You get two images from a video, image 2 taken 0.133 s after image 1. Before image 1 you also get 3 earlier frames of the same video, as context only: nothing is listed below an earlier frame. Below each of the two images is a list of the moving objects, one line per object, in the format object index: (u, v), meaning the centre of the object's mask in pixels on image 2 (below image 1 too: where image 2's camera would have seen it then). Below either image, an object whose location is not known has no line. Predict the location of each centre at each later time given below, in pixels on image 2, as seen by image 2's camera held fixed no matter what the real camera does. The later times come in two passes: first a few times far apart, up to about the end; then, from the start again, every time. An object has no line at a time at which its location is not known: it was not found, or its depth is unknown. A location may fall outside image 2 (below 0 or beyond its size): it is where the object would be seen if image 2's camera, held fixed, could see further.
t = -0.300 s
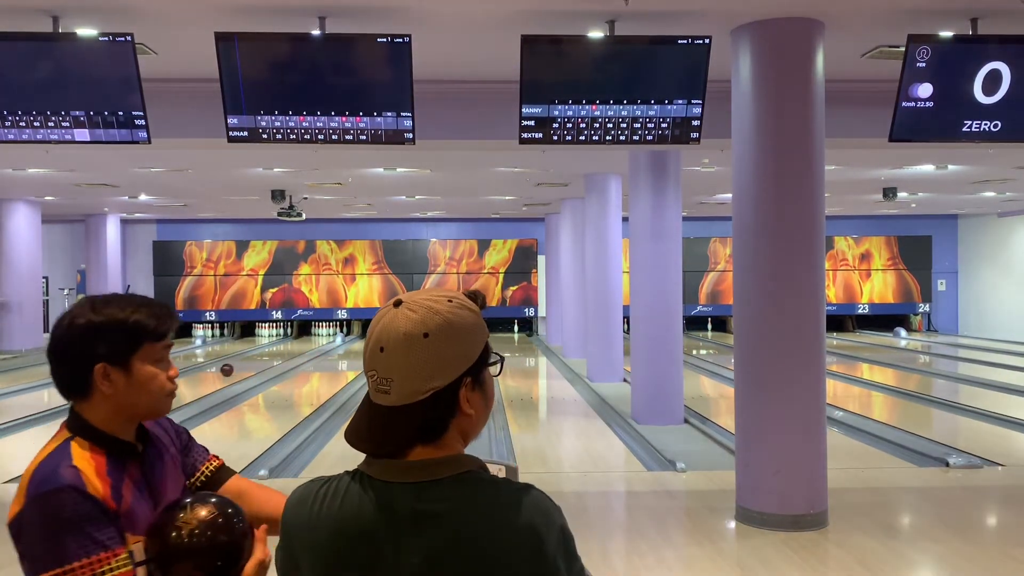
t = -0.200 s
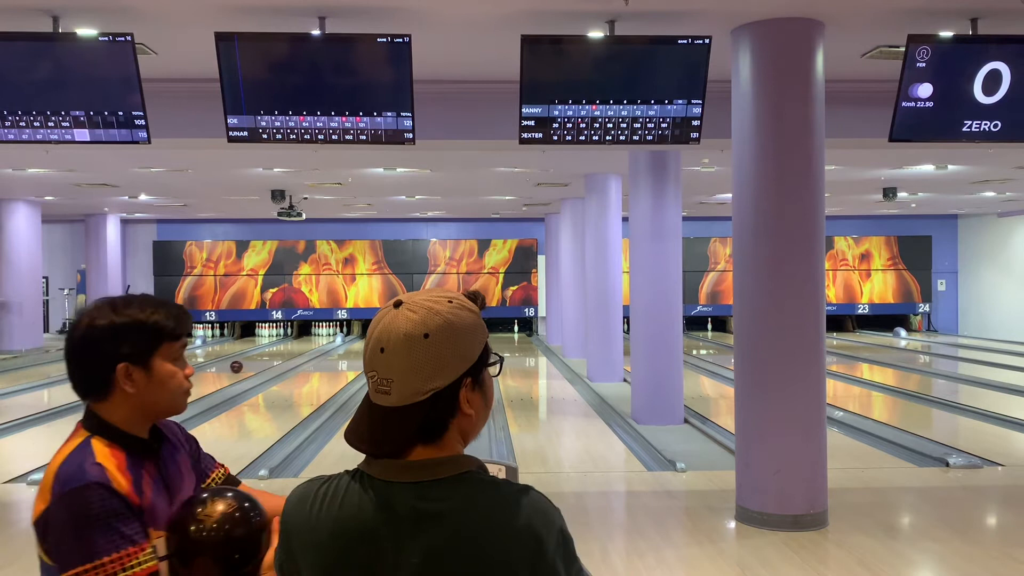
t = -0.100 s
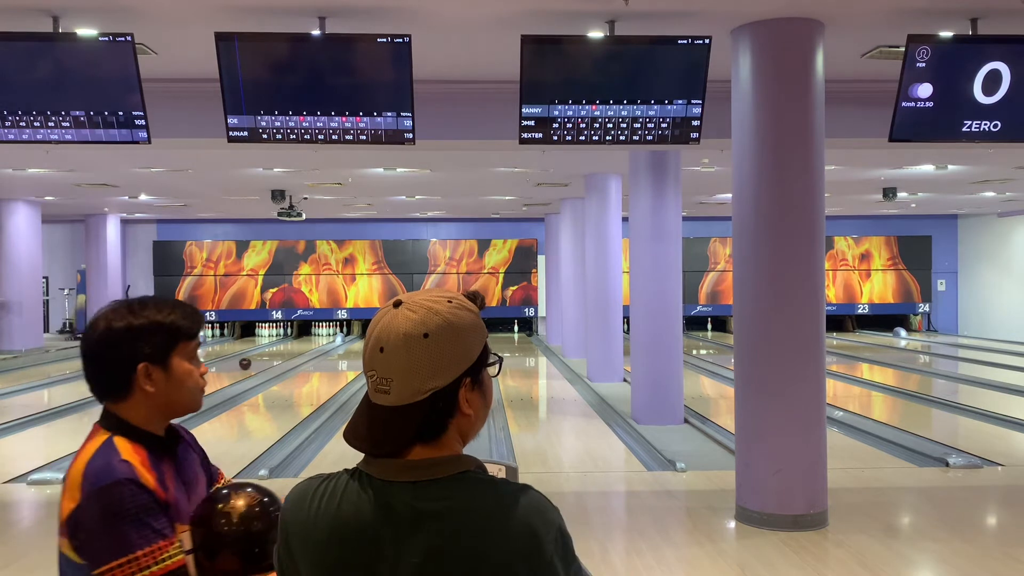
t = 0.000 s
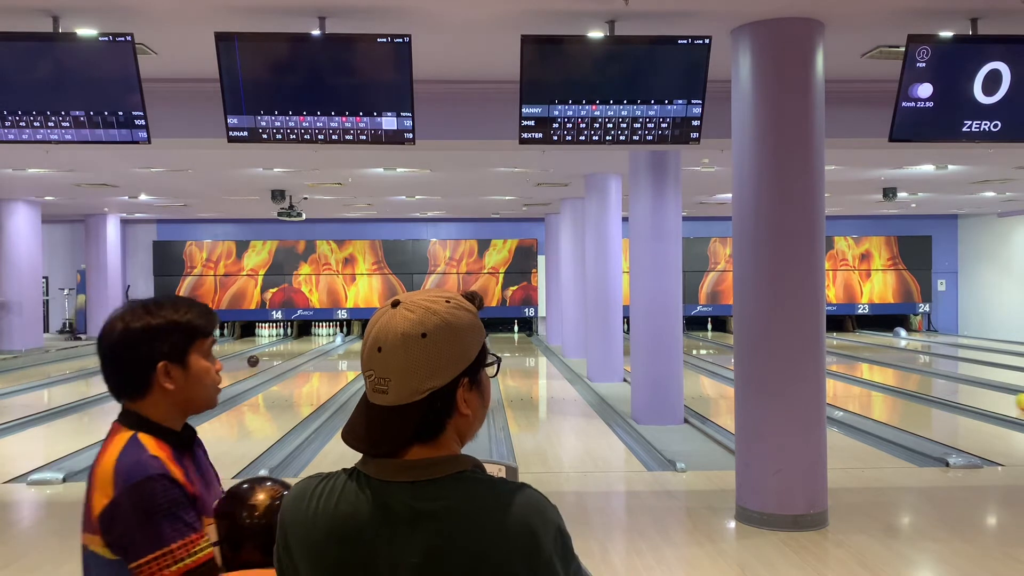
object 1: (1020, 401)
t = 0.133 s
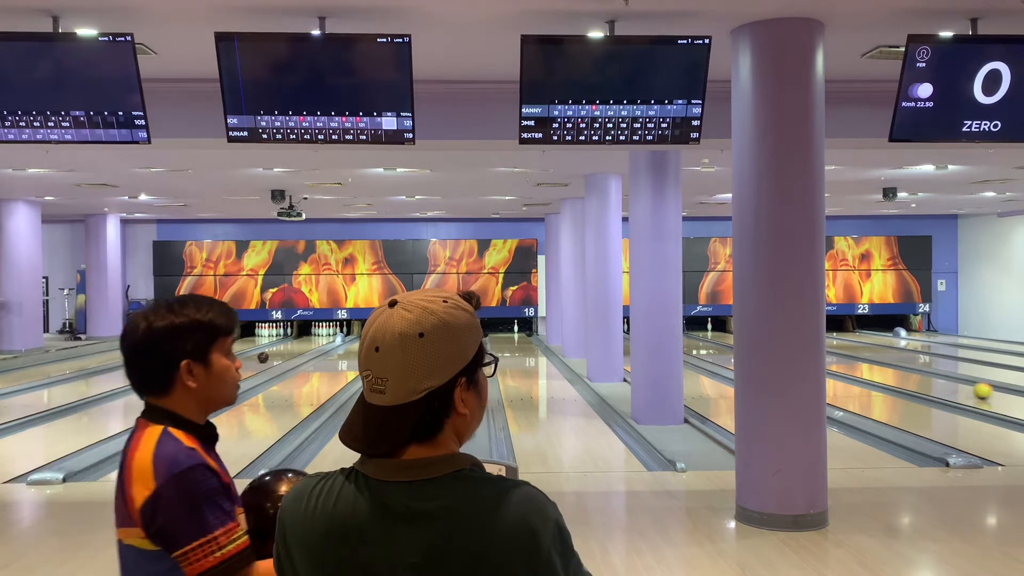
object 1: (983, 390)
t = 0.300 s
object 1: (938, 380)
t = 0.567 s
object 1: (882, 367)
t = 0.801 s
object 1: (844, 358)
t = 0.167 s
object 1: (973, 387)
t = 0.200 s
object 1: (963, 386)
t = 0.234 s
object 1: (954, 384)
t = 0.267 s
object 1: (946, 381)
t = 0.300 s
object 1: (938, 380)
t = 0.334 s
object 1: (929, 378)
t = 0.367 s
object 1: (922, 376)
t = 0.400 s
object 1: (914, 374)
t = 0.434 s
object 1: (907, 372)
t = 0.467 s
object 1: (901, 371)
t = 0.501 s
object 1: (894, 369)
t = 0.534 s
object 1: (889, 368)
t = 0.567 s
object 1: (882, 367)
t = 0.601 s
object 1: (876, 365)
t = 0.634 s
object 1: (870, 363)
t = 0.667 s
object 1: (864, 362)
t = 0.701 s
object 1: (859, 361)
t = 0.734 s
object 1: (854, 360)
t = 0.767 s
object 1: (849, 359)
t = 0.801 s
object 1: (844, 358)
